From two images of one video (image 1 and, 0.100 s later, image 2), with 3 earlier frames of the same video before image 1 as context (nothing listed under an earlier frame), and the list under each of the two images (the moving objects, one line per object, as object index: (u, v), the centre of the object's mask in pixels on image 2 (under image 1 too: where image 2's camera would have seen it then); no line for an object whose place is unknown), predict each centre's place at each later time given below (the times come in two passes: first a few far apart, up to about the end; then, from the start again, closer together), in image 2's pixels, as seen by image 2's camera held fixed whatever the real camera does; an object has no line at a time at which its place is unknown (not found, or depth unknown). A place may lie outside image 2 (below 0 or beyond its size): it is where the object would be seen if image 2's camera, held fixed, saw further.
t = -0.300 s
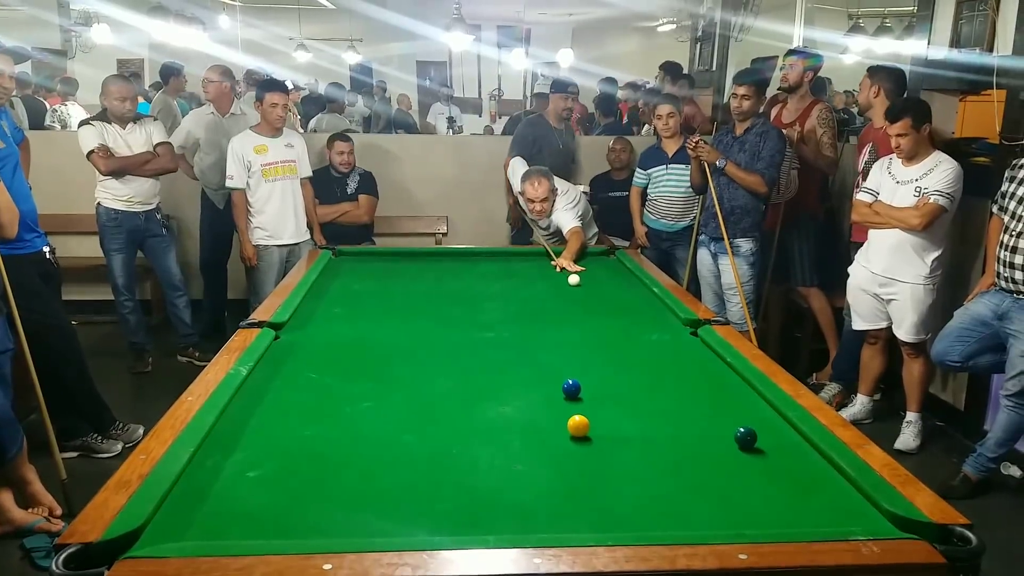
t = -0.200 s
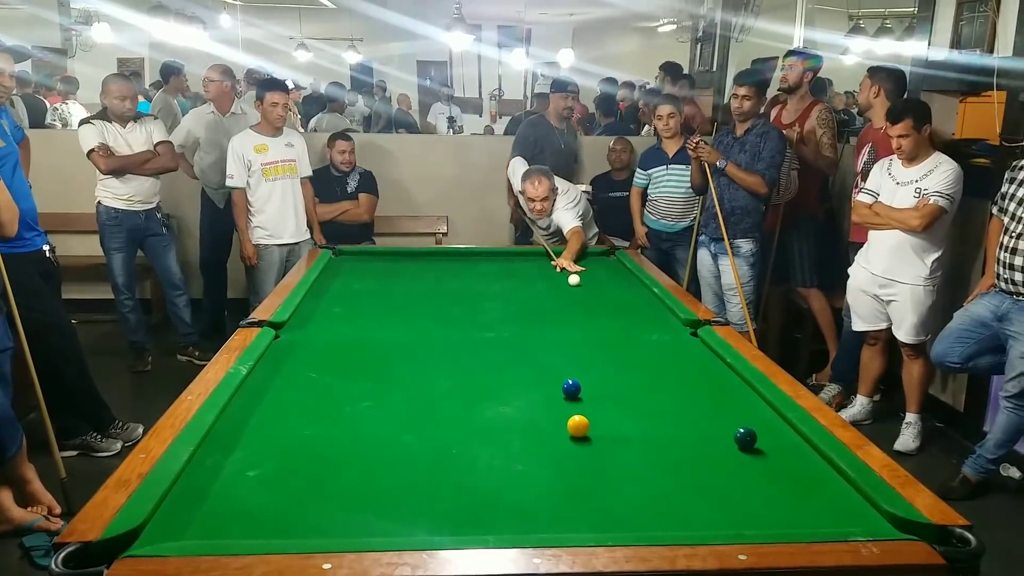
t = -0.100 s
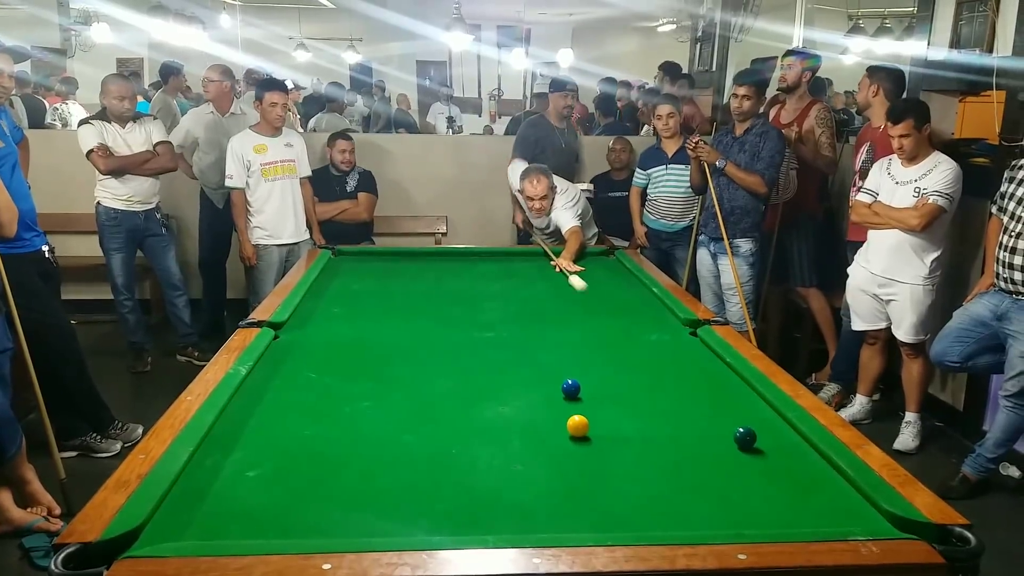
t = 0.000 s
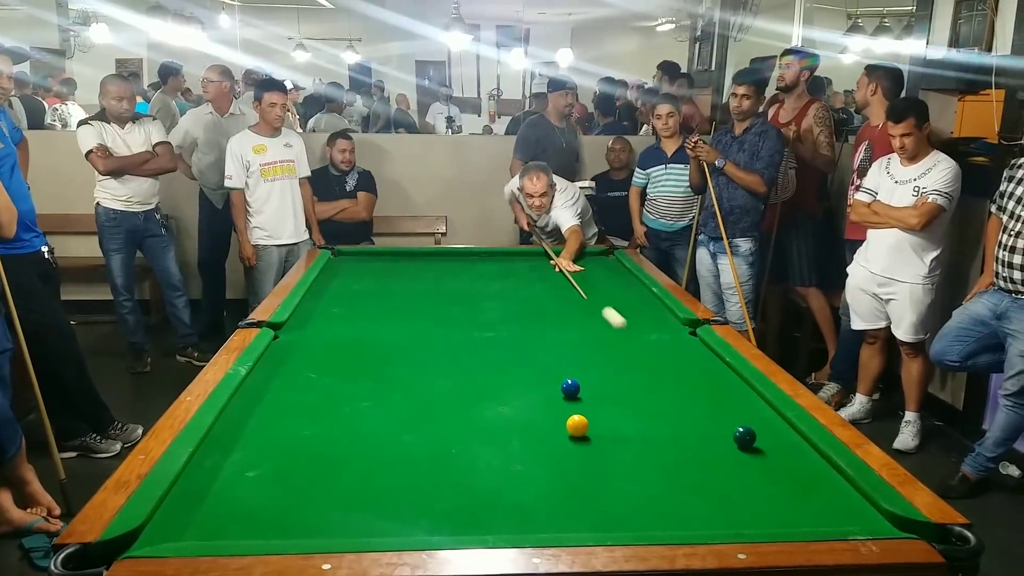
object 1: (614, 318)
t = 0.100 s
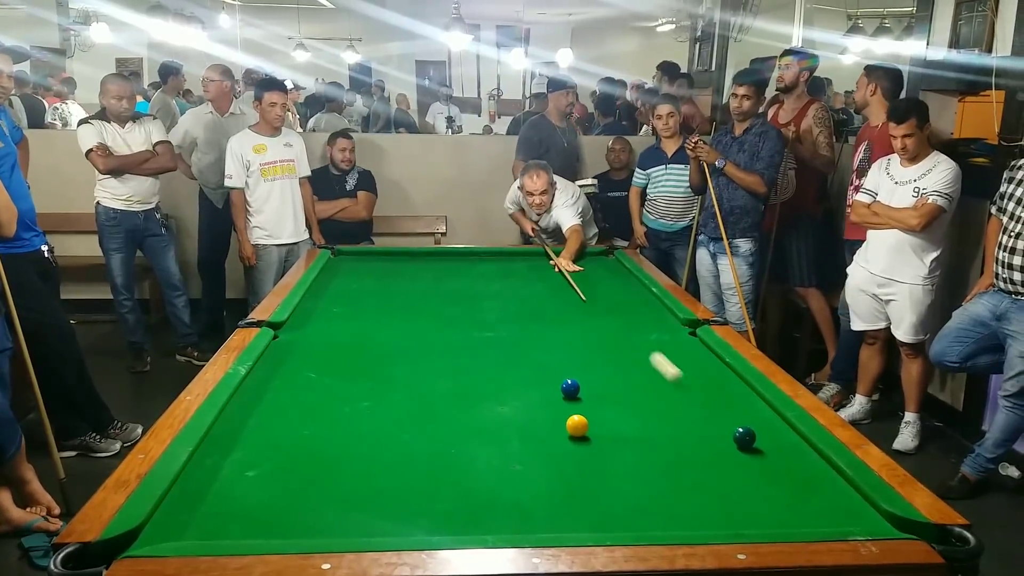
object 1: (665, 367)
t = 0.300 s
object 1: (694, 440)
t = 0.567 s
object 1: (622, 464)
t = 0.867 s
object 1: (533, 496)
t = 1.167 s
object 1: (433, 528)
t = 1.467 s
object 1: (356, 517)
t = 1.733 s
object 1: (289, 501)
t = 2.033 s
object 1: (228, 485)
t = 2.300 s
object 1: (195, 473)
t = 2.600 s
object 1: (239, 461)
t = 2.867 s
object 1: (273, 452)
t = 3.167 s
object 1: (304, 442)
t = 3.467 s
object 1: (329, 435)
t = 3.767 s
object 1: (349, 429)
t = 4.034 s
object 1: (364, 425)
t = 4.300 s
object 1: (375, 423)
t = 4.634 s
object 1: (385, 419)
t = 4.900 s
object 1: (388, 419)
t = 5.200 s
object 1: (389, 419)
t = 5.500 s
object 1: (389, 418)
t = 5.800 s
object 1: (390, 418)
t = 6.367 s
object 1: (389, 417)
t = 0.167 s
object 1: (712, 411)
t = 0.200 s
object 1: (723, 429)
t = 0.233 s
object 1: (713, 433)
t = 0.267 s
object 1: (703, 436)
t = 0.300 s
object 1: (694, 440)
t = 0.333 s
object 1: (685, 443)
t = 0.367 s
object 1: (676, 445)
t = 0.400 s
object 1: (668, 448)
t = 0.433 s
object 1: (659, 451)
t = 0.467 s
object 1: (650, 454)
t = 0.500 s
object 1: (641, 458)
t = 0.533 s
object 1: (632, 461)
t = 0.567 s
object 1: (622, 464)
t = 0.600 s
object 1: (613, 467)
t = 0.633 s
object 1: (603, 471)
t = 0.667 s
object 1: (594, 474)
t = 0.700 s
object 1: (584, 478)
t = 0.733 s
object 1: (574, 481)
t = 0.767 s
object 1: (564, 485)
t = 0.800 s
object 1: (553, 488)
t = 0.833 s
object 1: (543, 492)
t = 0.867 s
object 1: (533, 496)
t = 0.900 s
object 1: (522, 500)
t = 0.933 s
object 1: (511, 503)
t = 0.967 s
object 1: (501, 507)
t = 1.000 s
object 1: (490, 512)
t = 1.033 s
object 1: (478, 515)
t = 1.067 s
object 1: (467, 519)
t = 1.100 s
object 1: (456, 522)
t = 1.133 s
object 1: (444, 525)
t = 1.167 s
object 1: (433, 528)
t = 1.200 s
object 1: (421, 529)
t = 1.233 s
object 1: (412, 528)
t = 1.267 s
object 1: (404, 526)
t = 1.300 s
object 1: (395, 525)
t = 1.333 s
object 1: (386, 524)
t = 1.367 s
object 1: (379, 523)
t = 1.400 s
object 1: (371, 521)
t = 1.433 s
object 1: (363, 519)
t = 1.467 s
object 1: (356, 517)
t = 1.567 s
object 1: (330, 510)
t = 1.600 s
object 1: (321, 508)
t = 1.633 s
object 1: (313, 506)
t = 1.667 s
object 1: (304, 504)
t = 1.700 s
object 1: (297, 502)
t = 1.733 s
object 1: (289, 501)
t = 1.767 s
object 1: (282, 499)
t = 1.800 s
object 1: (275, 497)
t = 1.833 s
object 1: (267, 495)
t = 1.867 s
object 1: (260, 493)
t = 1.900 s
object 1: (254, 492)
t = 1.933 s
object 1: (247, 490)
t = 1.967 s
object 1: (241, 489)
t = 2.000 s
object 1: (235, 487)
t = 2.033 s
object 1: (228, 485)
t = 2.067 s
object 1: (222, 484)
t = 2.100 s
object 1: (216, 482)
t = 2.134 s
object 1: (210, 481)
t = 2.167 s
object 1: (204, 480)
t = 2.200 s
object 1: (198, 478)
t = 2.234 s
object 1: (193, 476)
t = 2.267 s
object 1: (190, 475)
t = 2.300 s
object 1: (195, 473)
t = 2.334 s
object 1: (200, 472)
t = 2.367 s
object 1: (205, 471)
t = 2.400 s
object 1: (210, 470)
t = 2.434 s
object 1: (215, 468)
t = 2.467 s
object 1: (220, 466)
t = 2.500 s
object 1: (225, 465)
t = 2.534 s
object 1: (230, 464)
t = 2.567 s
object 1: (235, 462)
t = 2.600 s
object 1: (239, 461)
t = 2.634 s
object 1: (244, 460)
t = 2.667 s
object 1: (248, 459)
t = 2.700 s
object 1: (253, 457)
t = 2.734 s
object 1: (257, 456)
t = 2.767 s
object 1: (261, 455)
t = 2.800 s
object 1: (265, 454)
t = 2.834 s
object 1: (269, 453)
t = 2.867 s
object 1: (273, 452)
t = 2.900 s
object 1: (277, 450)
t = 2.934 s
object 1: (281, 449)
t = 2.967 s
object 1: (284, 448)
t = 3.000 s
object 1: (288, 447)
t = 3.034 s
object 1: (291, 446)
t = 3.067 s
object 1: (295, 445)
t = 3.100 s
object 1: (298, 444)
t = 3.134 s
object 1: (301, 443)
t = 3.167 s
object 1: (304, 442)
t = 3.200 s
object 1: (307, 441)
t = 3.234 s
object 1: (310, 440)
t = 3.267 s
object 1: (313, 439)
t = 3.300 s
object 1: (316, 439)
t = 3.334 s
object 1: (318, 438)
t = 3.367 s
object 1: (321, 437)
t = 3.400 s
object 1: (324, 436)
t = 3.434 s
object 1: (326, 435)
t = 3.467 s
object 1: (329, 435)
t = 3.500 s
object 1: (331, 434)
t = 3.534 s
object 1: (334, 433)
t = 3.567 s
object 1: (336, 433)
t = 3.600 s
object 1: (338, 432)
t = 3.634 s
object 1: (341, 431)
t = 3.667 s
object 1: (343, 431)
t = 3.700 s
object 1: (345, 430)
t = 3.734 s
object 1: (347, 430)
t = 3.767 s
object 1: (349, 429)
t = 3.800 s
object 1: (351, 428)
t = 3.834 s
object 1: (353, 428)
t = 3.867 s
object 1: (355, 427)
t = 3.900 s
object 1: (357, 427)
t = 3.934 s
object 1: (359, 427)
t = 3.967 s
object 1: (361, 426)
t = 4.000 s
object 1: (362, 426)
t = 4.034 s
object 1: (364, 425)
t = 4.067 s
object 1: (365, 425)
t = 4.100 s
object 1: (367, 424)
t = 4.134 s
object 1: (368, 424)
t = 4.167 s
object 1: (370, 424)
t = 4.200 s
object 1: (371, 423)
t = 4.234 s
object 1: (373, 423)
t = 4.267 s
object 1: (374, 423)
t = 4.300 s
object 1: (375, 423)
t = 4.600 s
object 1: (384, 420)
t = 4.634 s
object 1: (385, 419)
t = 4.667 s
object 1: (385, 419)
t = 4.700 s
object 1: (386, 419)
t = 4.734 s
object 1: (386, 419)
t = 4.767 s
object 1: (387, 419)
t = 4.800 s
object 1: (387, 419)
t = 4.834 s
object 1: (387, 419)
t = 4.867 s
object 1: (388, 418)
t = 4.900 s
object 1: (388, 419)
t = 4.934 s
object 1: (388, 419)
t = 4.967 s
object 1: (388, 419)
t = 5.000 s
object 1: (389, 419)
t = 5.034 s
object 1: (389, 419)
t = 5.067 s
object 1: (388, 419)
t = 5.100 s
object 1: (388, 419)
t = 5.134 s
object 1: (388, 418)
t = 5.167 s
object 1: (389, 418)
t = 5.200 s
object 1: (389, 419)
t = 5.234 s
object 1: (389, 419)
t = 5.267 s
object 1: (388, 419)
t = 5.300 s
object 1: (388, 418)
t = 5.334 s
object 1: (389, 418)
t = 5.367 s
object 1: (389, 418)
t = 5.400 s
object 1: (389, 418)
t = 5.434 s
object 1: (389, 418)
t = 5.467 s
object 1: (389, 418)
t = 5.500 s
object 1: (389, 418)
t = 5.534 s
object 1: (389, 418)
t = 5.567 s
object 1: (389, 418)
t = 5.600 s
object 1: (389, 418)
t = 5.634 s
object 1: (389, 418)
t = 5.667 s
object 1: (389, 418)
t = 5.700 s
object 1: (389, 418)
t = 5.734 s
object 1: (389, 418)
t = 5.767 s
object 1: (390, 418)
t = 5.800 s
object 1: (390, 418)
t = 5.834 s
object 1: (389, 418)
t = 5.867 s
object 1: (389, 418)
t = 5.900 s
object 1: (389, 418)
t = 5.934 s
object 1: (390, 417)
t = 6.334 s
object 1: (388, 417)
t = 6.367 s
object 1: (389, 417)
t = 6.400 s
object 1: (389, 417)
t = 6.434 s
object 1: (388, 415)
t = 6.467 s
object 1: (388, 417)
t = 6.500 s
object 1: (389, 416)
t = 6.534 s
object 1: (389, 419)
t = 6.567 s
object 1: (389, 419)
